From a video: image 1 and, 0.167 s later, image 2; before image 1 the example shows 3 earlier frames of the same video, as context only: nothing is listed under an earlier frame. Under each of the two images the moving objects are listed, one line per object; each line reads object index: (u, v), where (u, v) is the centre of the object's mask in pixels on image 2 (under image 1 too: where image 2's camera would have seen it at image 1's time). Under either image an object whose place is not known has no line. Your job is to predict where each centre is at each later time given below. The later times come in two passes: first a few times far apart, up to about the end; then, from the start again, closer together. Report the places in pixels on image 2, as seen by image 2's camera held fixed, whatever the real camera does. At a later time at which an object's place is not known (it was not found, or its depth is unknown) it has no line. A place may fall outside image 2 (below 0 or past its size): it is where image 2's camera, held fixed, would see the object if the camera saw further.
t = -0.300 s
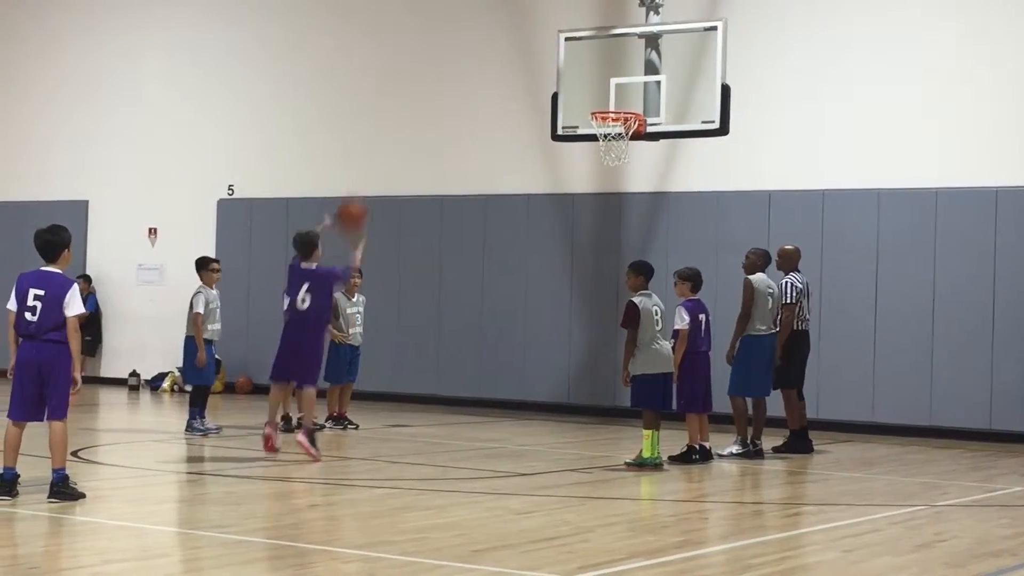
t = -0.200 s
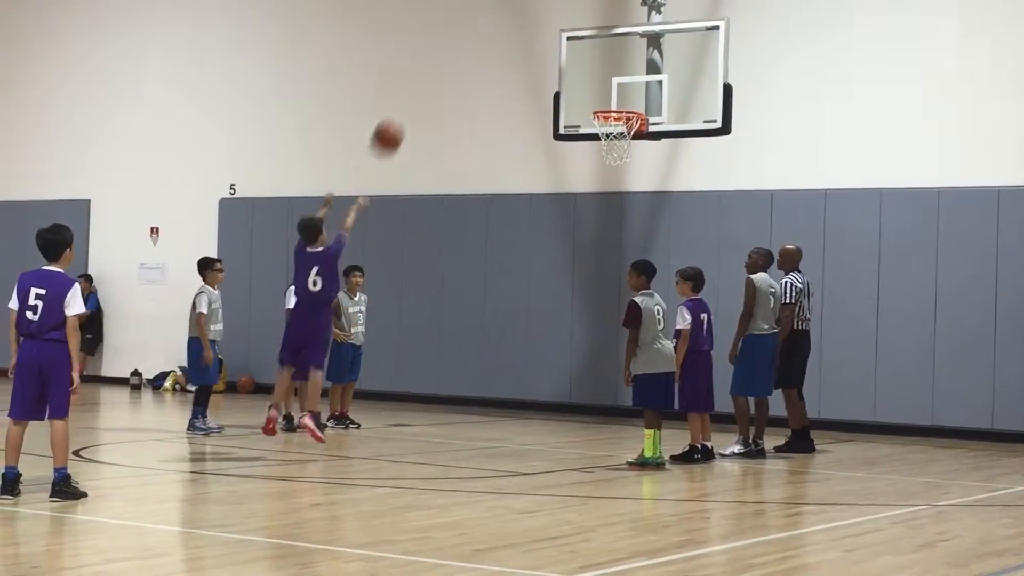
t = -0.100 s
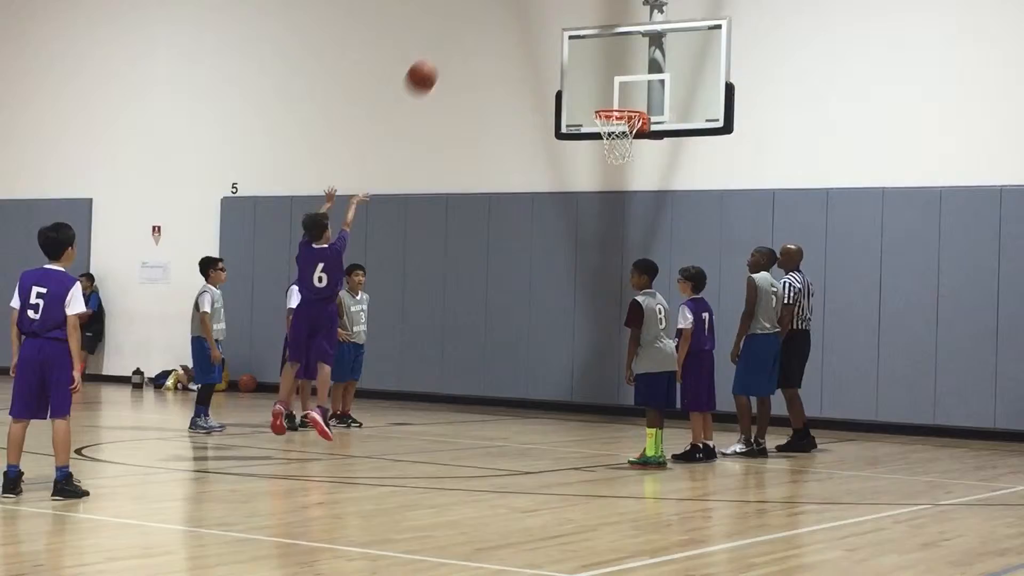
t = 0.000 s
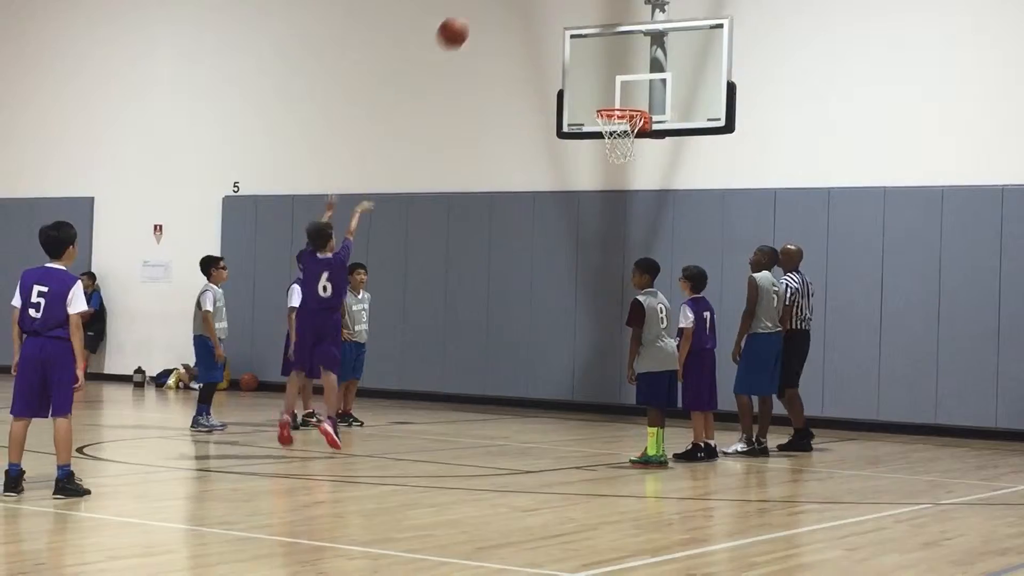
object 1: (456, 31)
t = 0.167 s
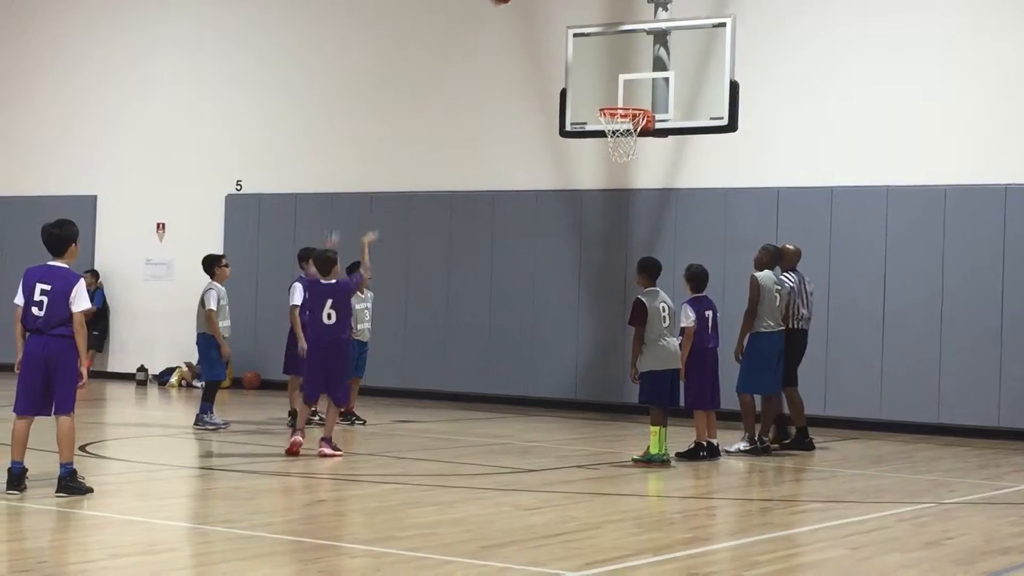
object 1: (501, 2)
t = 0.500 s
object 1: (578, 9)
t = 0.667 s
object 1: (611, 52)
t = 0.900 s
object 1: (607, 125)
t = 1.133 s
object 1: (608, 133)
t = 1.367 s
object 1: (621, 186)
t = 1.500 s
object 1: (627, 240)
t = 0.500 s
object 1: (578, 9)
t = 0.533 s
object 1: (585, 13)
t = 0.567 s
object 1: (591, 19)
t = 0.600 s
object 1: (598, 29)
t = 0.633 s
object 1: (605, 40)
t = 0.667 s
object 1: (611, 52)
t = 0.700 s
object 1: (616, 64)
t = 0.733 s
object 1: (622, 78)
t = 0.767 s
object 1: (628, 93)
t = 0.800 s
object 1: (634, 103)
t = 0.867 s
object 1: (617, 118)
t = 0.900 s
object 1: (607, 125)
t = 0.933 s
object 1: (601, 129)
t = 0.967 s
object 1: (602, 128)
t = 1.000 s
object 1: (602, 129)
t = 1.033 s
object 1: (603, 129)
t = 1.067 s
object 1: (604, 127)
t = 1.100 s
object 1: (606, 131)
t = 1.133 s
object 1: (608, 133)
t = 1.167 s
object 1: (610, 137)
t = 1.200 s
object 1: (611, 142)
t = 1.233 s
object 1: (611, 151)
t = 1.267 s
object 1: (615, 160)
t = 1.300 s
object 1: (617, 166)
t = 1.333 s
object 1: (619, 174)
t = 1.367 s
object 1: (621, 186)
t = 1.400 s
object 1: (623, 198)
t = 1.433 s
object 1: (624, 210)
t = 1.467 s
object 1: (625, 224)
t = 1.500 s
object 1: (627, 240)
